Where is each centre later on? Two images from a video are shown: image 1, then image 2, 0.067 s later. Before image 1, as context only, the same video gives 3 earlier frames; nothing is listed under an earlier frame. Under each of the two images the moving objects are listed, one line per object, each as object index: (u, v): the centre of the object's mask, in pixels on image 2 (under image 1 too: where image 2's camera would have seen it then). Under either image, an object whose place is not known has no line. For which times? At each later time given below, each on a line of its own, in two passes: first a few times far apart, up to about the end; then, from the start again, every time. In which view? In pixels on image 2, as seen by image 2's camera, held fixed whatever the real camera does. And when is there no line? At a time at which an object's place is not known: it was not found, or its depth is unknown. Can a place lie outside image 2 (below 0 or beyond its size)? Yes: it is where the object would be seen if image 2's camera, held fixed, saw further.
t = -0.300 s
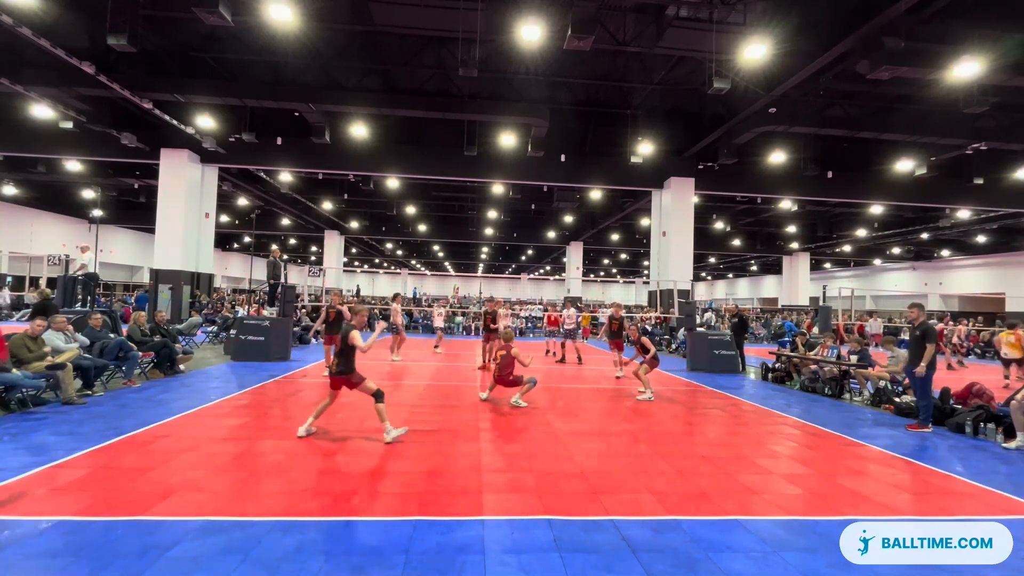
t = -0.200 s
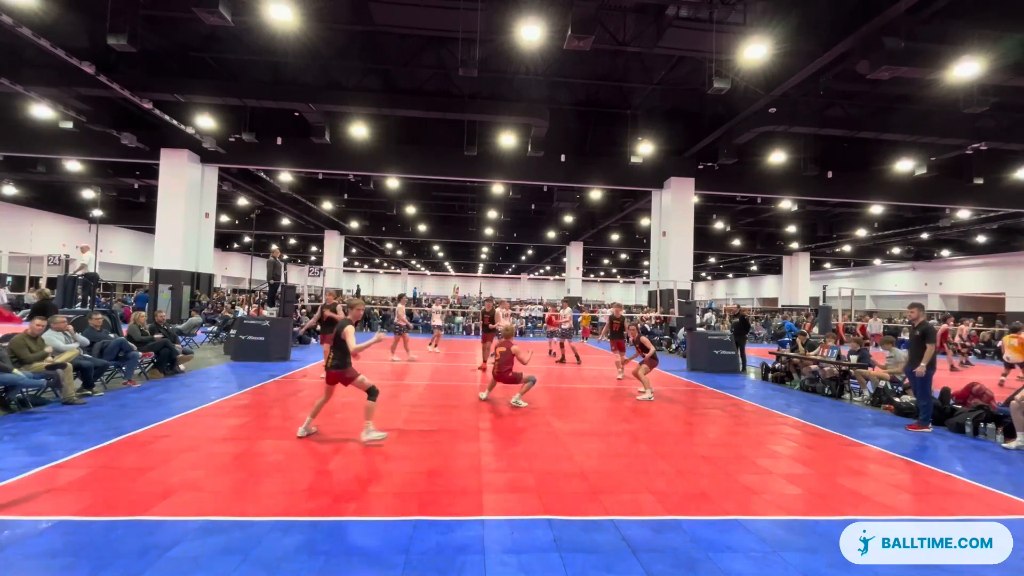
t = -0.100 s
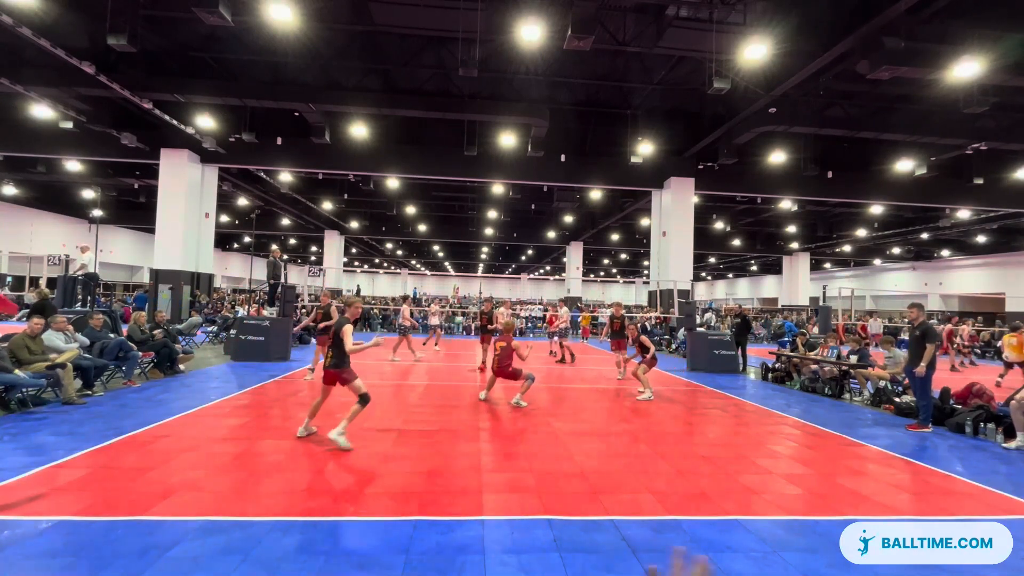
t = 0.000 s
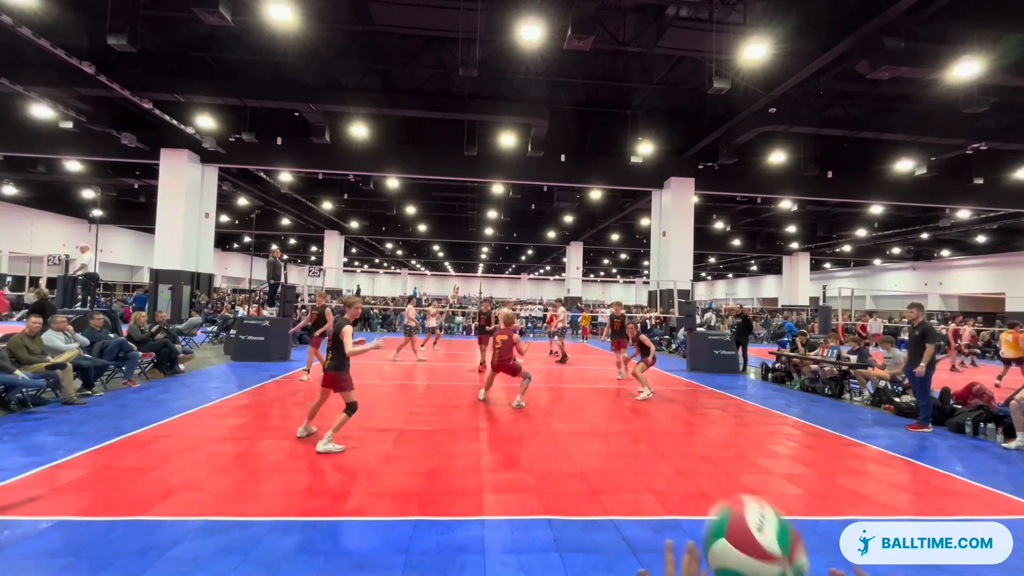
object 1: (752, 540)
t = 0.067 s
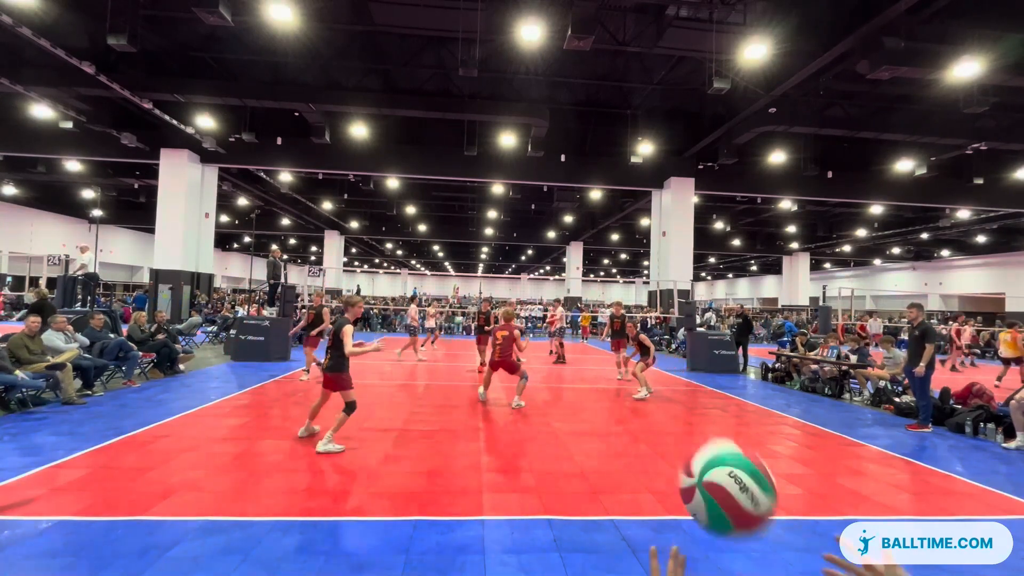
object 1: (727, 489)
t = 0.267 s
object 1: (656, 429)
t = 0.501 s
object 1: (583, 540)
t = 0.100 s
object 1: (714, 466)
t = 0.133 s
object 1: (703, 449)
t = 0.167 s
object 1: (690, 438)
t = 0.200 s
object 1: (679, 431)
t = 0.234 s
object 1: (667, 428)
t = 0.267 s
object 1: (656, 429)
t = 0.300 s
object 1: (645, 434)
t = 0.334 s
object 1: (634, 443)
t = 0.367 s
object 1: (624, 456)
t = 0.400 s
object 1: (613, 472)
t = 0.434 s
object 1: (603, 492)
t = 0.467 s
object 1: (593, 516)
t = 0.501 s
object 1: (583, 540)
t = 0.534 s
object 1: (574, 555)
